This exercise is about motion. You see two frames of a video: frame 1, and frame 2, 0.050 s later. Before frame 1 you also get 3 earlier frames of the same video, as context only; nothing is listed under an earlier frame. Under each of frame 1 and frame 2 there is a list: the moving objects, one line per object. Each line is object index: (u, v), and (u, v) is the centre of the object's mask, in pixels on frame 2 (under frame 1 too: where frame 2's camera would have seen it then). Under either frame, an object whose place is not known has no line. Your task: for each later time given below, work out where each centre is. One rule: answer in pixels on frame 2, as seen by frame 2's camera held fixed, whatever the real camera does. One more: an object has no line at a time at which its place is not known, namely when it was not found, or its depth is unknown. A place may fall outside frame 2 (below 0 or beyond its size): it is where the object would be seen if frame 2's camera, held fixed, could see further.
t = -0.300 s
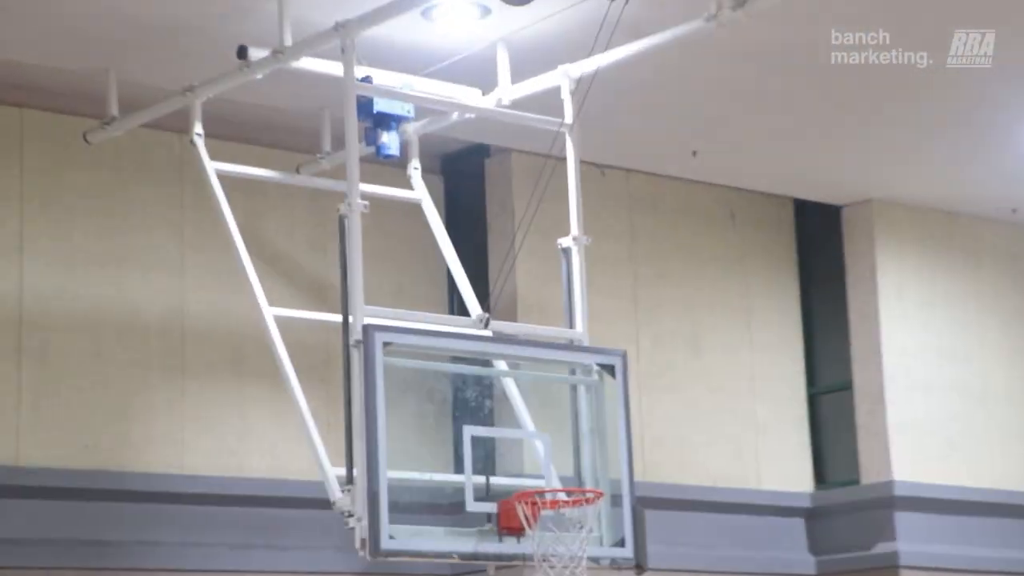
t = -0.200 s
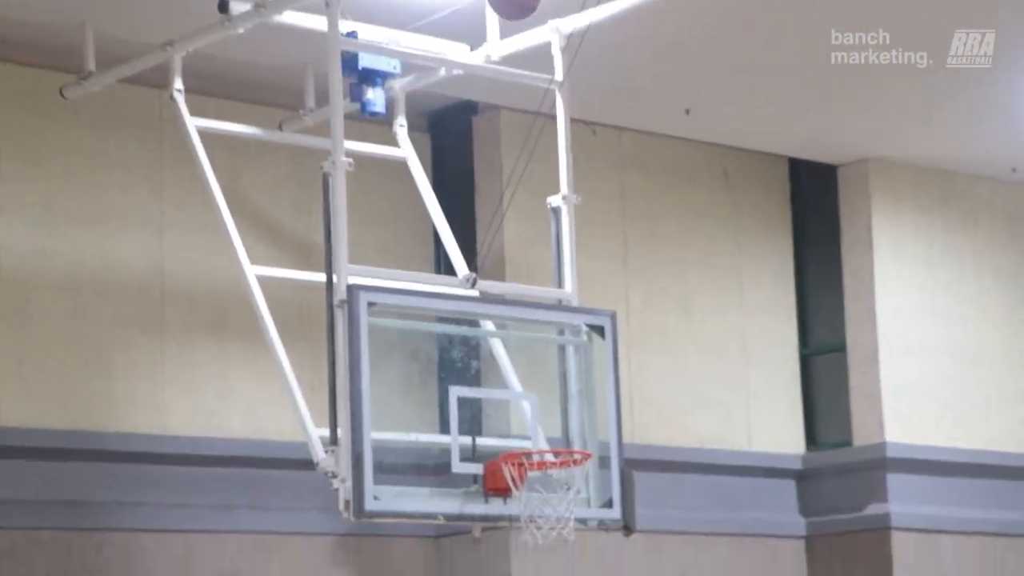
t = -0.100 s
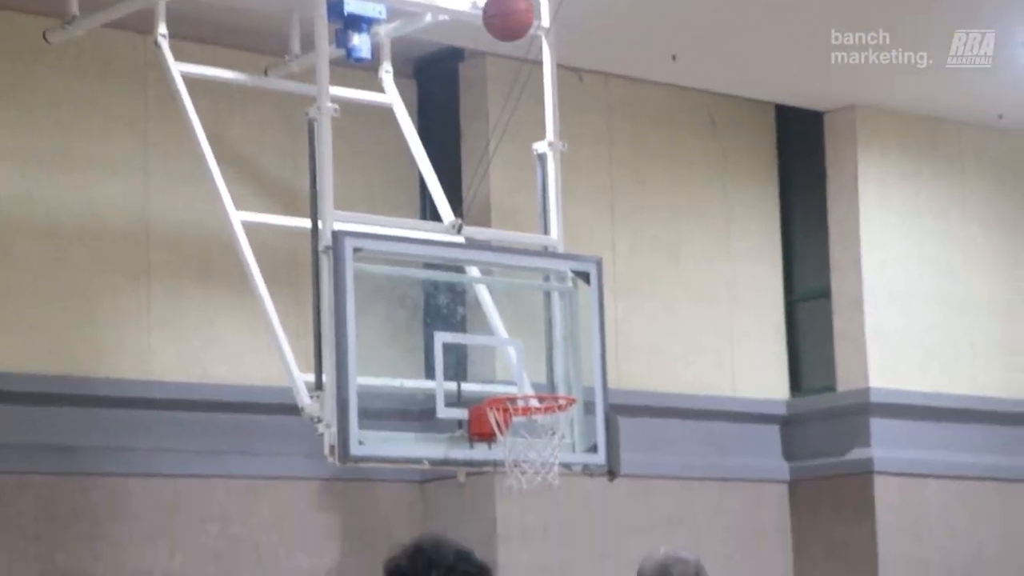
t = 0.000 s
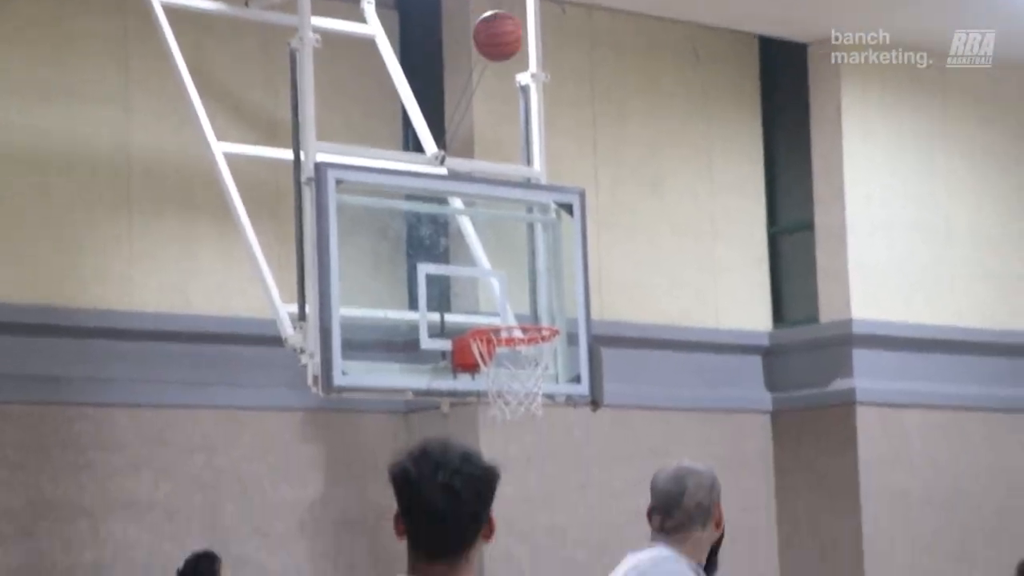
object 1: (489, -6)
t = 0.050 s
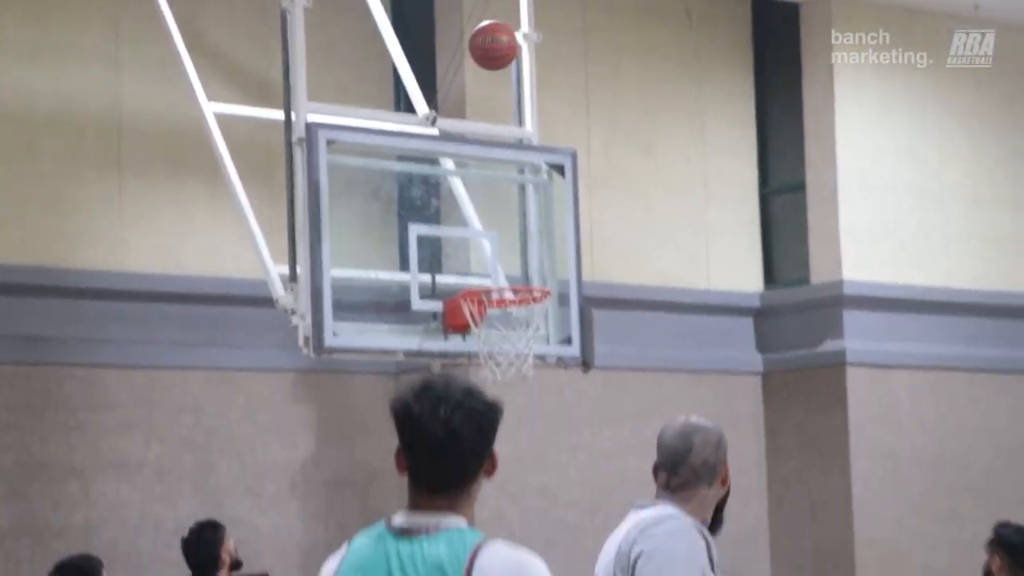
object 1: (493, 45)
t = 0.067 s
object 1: (495, 62)
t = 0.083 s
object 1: (496, 81)
